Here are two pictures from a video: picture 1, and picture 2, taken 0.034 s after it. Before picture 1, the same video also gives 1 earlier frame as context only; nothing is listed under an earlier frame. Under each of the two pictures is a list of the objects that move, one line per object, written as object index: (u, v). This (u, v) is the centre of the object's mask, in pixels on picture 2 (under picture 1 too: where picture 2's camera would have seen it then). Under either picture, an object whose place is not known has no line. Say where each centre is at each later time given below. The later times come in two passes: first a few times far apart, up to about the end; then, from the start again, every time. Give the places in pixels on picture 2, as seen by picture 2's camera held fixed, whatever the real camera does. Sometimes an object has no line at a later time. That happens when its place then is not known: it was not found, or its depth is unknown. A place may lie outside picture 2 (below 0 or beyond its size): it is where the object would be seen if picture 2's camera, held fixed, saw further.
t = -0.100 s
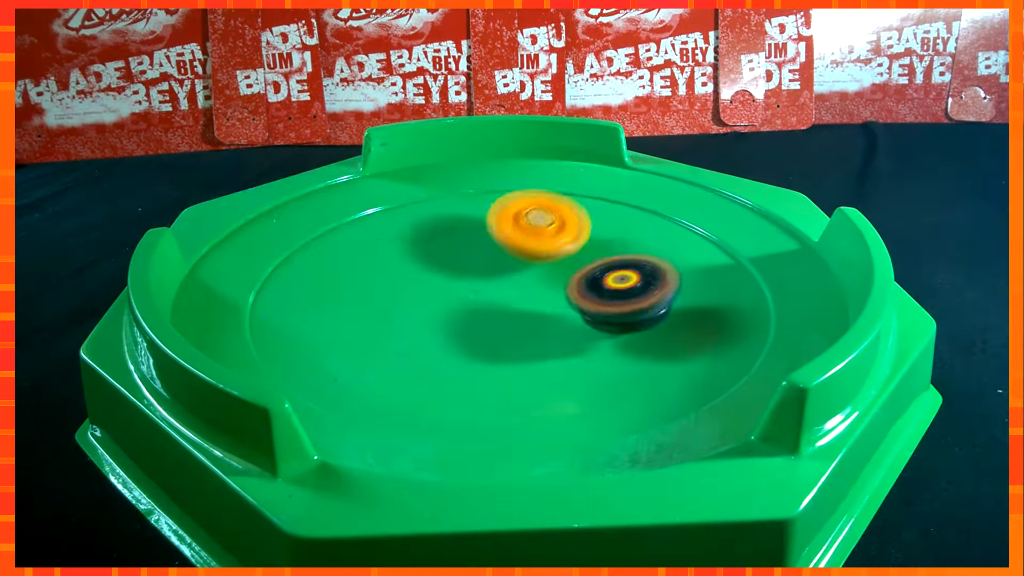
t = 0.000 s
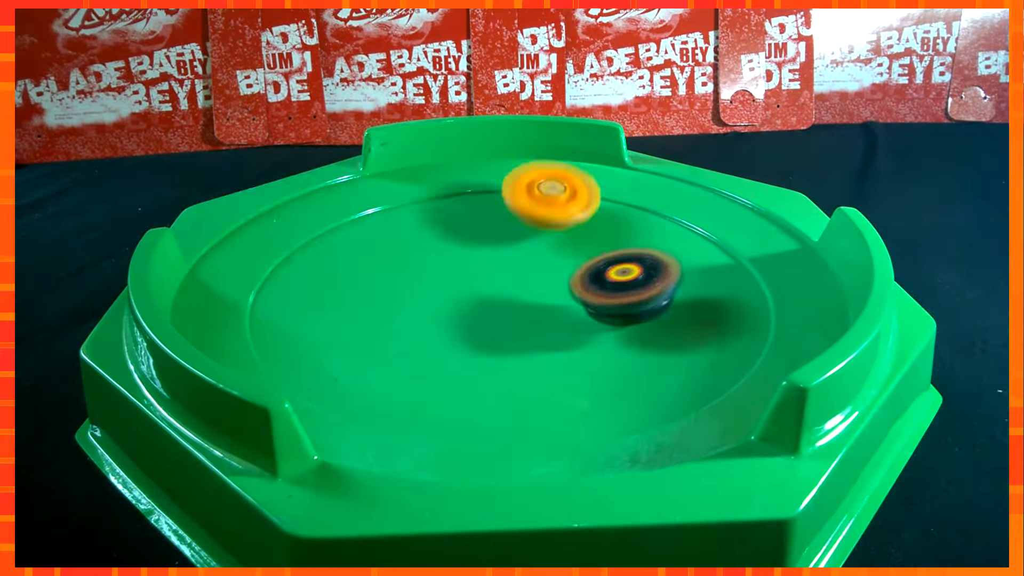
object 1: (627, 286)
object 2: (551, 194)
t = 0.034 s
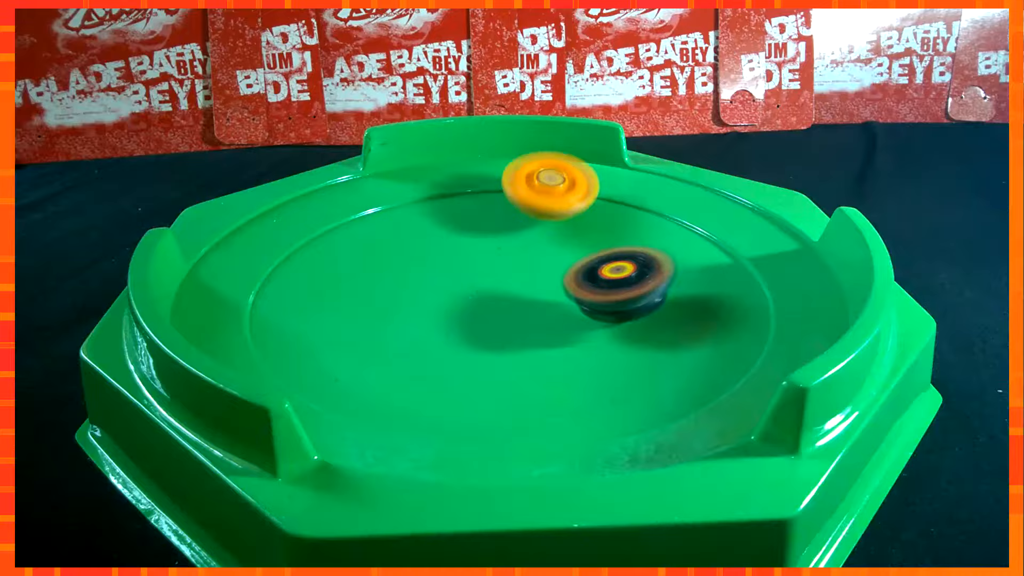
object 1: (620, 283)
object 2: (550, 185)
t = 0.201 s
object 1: (584, 274)
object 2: (557, 173)
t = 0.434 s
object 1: (542, 303)
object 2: (579, 173)
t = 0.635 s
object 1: (551, 322)
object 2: (610, 175)
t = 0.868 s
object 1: (564, 312)
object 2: (635, 188)
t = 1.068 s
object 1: (512, 310)
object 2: (657, 208)
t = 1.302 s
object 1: (506, 310)
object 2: (636, 229)
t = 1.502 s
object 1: (475, 300)
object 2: (597, 274)
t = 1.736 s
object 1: (456, 295)
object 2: (615, 318)
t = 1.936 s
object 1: (453, 296)
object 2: (658, 327)
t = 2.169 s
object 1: (455, 284)
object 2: (671, 325)
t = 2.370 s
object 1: (463, 274)
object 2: (621, 322)
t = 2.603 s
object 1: (480, 263)
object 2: (504, 333)
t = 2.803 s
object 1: (501, 261)
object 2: (442, 343)
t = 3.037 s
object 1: (519, 261)
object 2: (431, 348)
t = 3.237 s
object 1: (544, 267)
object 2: (431, 339)
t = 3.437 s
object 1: (553, 274)
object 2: (426, 320)
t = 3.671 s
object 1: (555, 283)
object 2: (419, 292)
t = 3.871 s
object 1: (551, 292)
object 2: (393, 263)
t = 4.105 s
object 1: (536, 299)
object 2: (375, 253)
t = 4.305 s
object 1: (521, 300)
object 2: (396, 255)
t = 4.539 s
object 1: (517, 306)
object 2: (447, 252)
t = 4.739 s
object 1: (513, 300)
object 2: (497, 238)
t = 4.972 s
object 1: (519, 292)
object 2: (529, 228)
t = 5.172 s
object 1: (515, 291)
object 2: (542, 231)
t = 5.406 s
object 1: (490, 299)
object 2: (574, 252)
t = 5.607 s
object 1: (512, 296)
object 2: (621, 260)
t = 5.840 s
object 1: (512, 300)
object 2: (637, 266)
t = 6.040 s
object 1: (500, 298)
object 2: (627, 280)
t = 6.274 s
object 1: (472, 293)
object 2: (618, 299)
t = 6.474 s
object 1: (476, 295)
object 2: (595, 318)
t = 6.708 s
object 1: (477, 290)
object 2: (560, 339)
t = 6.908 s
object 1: (480, 283)
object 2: (536, 343)
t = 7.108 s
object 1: (488, 274)
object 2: (507, 337)
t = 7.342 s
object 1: (509, 255)
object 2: (458, 336)
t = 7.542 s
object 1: (503, 264)
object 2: (433, 326)
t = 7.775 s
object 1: (509, 266)
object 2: (424, 308)
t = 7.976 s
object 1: (527, 271)
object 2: (417, 291)
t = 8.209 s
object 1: (535, 277)
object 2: (415, 272)
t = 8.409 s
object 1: (549, 284)
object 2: (427, 262)
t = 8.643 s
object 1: (549, 289)
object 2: (450, 252)
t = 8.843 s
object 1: (554, 295)
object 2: (452, 244)
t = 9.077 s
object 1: (553, 296)
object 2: (471, 246)
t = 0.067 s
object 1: (611, 281)
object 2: (551, 177)
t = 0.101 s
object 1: (603, 280)
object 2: (554, 171)
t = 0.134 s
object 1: (595, 277)
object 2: (557, 166)
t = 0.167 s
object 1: (589, 276)
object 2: (557, 171)
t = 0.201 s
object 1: (584, 274)
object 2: (557, 173)
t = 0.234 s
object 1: (580, 275)
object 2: (558, 173)
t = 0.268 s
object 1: (574, 278)
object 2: (561, 173)
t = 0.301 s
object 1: (566, 282)
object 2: (563, 172)
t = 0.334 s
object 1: (558, 287)
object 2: (567, 170)
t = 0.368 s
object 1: (550, 293)
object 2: (572, 169)
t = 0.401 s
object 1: (546, 298)
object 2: (575, 171)
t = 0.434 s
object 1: (542, 303)
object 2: (579, 173)
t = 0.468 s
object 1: (539, 308)
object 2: (584, 174)
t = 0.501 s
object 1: (539, 312)
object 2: (591, 175)
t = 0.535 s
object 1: (541, 316)
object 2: (597, 175)
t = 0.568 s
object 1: (544, 320)
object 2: (603, 175)
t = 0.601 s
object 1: (547, 322)
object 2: (607, 175)
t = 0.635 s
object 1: (551, 322)
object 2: (610, 175)
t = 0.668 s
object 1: (553, 322)
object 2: (613, 176)
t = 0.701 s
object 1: (556, 319)
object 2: (616, 178)
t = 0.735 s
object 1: (558, 317)
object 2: (620, 179)
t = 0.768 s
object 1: (560, 315)
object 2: (624, 181)
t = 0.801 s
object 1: (563, 313)
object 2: (628, 183)
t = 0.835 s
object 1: (564, 312)
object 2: (631, 186)
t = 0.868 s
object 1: (564, 312)
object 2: (635, 188)
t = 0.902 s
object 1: (562, 312)
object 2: (639, 191)
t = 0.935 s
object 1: (557, 313)
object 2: (642, 194)
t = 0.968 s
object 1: (546, 313)
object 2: (645, 197)
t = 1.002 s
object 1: (533, 311)
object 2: (649, 200)
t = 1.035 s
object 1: (520, 310)
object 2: (653, 205)
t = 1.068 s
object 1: (512, 310)
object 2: (657, 208)
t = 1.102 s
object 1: (506, 309)
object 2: (659, 211)
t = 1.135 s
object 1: (503, 308)
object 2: (660, 213)
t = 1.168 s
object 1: (503, 307)
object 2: (659, 215)
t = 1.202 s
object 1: (504, 307)
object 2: (655, 217)
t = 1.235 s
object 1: (505, 308)
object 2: (649, 220)
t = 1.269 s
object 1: (506, 309)
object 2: (643, 224)
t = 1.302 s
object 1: (506, 310)
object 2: (636, 229)
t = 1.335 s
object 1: (504, 311)
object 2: (628, 235)
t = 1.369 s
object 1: (501, 312)
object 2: (619, 242)
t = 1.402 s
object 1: (494, 312)
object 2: (612, 250)
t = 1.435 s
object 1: (487, 309)
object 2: (606, 258)
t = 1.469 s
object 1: (480, 304)
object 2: (600, 266)
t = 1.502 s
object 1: (475, 300)
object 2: (597, 274)
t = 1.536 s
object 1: (469, 296)
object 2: (595, 282)
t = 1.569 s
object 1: (462, 293)
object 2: (594, 290)
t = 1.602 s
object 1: (457, 292)
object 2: (595, 298)
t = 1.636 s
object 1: (454, 292)
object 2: (598, 304)
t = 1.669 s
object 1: (453, 293)
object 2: (604, 310)
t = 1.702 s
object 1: (455, 294)
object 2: (610, 314)
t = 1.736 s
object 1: (456, 295)
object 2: (615, 318)
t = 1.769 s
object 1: (456, 296)
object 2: (623, 321)
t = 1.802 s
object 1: (456, 297)
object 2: (630, 324)
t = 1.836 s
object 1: (456, 297)
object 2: (637, 325)
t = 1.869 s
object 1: (456, 297)
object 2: (644, 326)
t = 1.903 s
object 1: (455, 297)
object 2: (651, 326)
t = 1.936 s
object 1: (453, 296)
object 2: (658, 327)
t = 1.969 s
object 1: (452, 295)
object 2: (664, 327)
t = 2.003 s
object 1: (452, 293)
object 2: (668, 326)
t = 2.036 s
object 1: (452, 291)
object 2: (671, 326)
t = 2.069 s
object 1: (452, 289)
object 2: (673, 326)
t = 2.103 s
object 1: (453, 288)
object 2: (674, 325)
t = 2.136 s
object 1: (454, 286)
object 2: (674, 325)
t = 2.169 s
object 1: (455, 284)
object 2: (671, 325)
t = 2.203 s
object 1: (456, 283)
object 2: (667, 324)
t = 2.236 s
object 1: (457, 281)
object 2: (662, 324)
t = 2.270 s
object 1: (459, 279)
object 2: (654, 323)
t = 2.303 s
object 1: (460, 278)
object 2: (644, 322)
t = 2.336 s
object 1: (461, 276)
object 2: (634, 322)
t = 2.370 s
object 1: (463, 274)
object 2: (621, 322)
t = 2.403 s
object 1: (464, 272)
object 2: (606, 323)
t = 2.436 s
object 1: (466, 270)
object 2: (589, 324)
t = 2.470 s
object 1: (468, 269)
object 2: (572, 325)
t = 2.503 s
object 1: (471, 267)
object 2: (554, 327)
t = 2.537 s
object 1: (474, 265)
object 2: (537, 329)
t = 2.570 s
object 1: (477, 264)
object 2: (520, 331)
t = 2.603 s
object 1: (480, 263)
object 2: (504, 333)
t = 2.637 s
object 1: (484, 262)
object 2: (489, 335)
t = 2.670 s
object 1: (488, 262)
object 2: (476, 337)
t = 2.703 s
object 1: (492, 261)
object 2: (466, 339)
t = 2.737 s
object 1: (496, 261)
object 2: (457, 340)
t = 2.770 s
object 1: (498, 261)
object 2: (449, 342)
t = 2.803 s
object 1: (501, 261)
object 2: (442, 343)
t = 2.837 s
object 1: (502, 261)
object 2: (437, 344)
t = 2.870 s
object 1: (504, 261)
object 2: (434, 345)
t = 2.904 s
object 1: (505, 261)
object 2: (431, 346)
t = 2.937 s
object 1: (508, 260)
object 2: (429, 347)
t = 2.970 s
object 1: (511, 260)
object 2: (430, 347)
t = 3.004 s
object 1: (515, 260)
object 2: (431, 348)
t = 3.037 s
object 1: (519, 261)
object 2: (431, 348)
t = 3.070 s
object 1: (523, 261)
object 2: (431, 347)
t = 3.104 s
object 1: (528, 262)
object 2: (431, 347)
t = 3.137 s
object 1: (533, 263)
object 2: (432, 346)
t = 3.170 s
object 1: (537, 264)
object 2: (432, 344)
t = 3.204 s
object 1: (540, 266)
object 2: (431, 342)
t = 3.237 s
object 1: (544, 267)
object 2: (431, 339)
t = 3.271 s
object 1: (546, 269)
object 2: (430, 337)
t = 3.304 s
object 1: (548, 270)
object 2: (429, 334)
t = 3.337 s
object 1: (550, 271)
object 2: (428, 331)
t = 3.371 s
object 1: (551, 272)
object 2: (427, 327)
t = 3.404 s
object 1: (552, 273)
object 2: (426, 324)
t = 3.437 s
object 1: (553, 274)
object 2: (426, 320)
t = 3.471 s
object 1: (554, 274)
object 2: (425, 317)
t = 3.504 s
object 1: (555, 276)
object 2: (424, 313)
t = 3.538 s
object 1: (557, 277)
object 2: (423, 309)
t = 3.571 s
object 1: (557, 278)
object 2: (423, 305)
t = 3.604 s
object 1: (557, 280)
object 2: (421, 301)
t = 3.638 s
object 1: (556, 281)
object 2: (420, 297)
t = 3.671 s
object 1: (555, 283)
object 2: (419, 292)
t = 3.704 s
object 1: (554, 284)
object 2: (417, 287)
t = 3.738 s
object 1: (553, 285)
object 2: (414, 282)
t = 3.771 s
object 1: (552, 287)
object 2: (410, 277)
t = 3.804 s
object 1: (552, 288)
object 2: (404, 272)
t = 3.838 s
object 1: (552, 290)
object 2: (399, 267)
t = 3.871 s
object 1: (551, 292)
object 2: (393, 263)
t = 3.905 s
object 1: (550, 293)
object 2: (387, 259)
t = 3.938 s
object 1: (548, 294)
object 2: (382, 256)
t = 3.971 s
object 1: (546, 296)
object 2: (379, 255)
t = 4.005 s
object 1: (544, 297)
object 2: (377, 254)
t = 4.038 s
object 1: (542, 297)
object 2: (376, 253)
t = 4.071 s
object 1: (539, 298)
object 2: (375, 253)
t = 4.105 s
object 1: (536, 299)
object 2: (375, 253)
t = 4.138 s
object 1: (534, 300)
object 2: (377, 253)
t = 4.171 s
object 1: (532, 300)
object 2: (379, 253)
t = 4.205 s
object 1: (529, 300)
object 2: (382, 253)
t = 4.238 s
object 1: (526, 300)
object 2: (385, 253)
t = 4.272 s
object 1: (523, 300)
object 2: (389, 254)
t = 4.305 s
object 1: (521, 300)
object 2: (396, 255)
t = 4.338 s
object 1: (518, 300)
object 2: (402, 256)
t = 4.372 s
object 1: (516, 300)
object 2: (409, 256)
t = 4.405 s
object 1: (513, 299)
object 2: (417, 257)
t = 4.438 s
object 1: (510, 300)
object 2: (423, 257)
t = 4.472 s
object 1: (510, 300)
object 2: (430, 256)
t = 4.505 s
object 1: (515, 305)
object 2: (438, 254)
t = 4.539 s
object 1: (517, 306)
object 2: (447, 252)
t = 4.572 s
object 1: (517, 307)
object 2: (456, 251)
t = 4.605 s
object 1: (517, 307)
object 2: (466, 248)
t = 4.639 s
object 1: (516, 305)
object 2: (474, 246)
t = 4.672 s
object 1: (515, 304)
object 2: (482, 243)
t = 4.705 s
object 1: (515, 302)
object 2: (490, 240)
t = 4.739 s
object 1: (513, 300)
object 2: (497, 238)
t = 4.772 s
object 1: (514, 298)
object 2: (504, 236)
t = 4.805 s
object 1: (515, 297)
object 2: (510, 234)
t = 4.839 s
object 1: (516, 295)
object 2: (515, 232)
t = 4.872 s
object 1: (517, 294)
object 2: (519, 231)
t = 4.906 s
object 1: (517, 294)
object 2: (523, 230)
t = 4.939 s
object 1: (518, 292)
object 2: (526, 229)
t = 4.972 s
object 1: (519, 292)
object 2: (529, 228)
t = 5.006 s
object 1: (519, 291)
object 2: (532, 228)
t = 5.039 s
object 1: (519, 290)
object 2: (535, 228)
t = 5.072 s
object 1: (518, 290)
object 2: (537, 228)
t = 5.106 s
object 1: (517, 290)
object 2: (538, 229)
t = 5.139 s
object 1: (516, 291)
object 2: (540, 230)
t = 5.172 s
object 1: (515, 291)
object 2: (542, 231)
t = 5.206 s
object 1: (514, 291)
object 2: (543, 232)
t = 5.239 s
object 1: (505, 296)
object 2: (545, 235)
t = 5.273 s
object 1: (499, 300)
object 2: (548, 239)
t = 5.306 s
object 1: (494, 302)
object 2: (553, 242)
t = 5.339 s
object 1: (491, 302)
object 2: (559, 246)
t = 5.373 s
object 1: (489, 301)
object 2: (567, 249)
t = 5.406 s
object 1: (490, 299)
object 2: (574, 252)
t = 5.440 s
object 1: (493, 297)
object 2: (582, 254)
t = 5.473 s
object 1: (497, 296)
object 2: (590, 256)
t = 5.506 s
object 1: (501, 295)
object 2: (599, 257)
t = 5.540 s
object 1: (505, 295)
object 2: (607, 258)
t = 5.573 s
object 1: (508, 295)
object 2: (614, 260)
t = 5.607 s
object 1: (512, 296)
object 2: (621, 260)
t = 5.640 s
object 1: (514, 297)
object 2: (625, 261)
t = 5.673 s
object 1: (516, 298)
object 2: (630, 261)
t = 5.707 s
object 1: (518, 298)
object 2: (632, 262)
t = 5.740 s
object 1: (517, 299)
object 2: (634, 263)
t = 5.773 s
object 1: (516, 299)
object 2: (636, 264)
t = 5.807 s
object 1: (514, 300)
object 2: (636, 265)
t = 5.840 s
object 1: (512, 300)
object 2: (637, 266)
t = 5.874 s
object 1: (511, 299)
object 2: (637, 267)
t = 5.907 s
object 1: (509, 299)
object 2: (635, 269)
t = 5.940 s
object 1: (507, 299)
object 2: (634, 272)
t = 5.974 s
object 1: (504, 299)
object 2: (632, 274)
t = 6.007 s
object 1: (502, 298)
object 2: (629, 277)
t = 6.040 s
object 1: (500, 298)
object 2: (627, 280)
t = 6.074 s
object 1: (499, 297)
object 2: (624, 283)
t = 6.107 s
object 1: (498, 296)
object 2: (620, 286)
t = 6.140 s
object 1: (491, 296)
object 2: (620, 289)
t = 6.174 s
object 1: (481, 295)
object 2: (623, 291)
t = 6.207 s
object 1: (475, 294)
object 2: (623, 293)
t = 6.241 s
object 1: (472, 293)
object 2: (621, 296)
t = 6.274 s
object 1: (472, 293)
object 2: (618, 299)
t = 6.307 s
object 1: (472, 293)
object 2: (615, 302)
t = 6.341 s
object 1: (473, 293)
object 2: (611, 306)
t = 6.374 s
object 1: (474, 294)
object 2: (608, 309)
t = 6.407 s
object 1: (475, 294)
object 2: (603, 312)
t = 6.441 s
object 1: (475, 294)
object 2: (599, 315)
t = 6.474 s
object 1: (476, 295)
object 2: (595, 318)
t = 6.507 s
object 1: (476, 295)
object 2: (590, 321)
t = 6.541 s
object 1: (476, 295)
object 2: (584, 324)
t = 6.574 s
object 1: (475, 295)
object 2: (579, 328)
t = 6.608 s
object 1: (475, 294)
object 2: (574, 331)
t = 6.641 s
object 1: (476, 293)
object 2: (569, 334)
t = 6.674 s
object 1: (476, 292)
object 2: (564, 336)
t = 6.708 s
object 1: (477, 290)
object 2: (560, 339)
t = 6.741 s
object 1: (478, 289)
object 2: (556, 340)
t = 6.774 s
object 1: (478, 288)
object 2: (551, 342)
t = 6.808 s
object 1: (479, 286)
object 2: (548, 342)
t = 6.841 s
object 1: (480, 285)
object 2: (544, 343)
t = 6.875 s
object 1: (480, 284)
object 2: (541, 343)
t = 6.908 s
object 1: (480, 283)
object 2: (536, 343)
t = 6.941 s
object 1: (481, 282)
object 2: (532, 343)
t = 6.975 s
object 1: (481, 280)
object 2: (527, 342)
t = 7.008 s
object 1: (483, 279)
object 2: (523, 341)
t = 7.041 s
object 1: (485, 277)
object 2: (518, 340)
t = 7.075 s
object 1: (486, 276)
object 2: (513, 339)
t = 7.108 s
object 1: (488, 274)
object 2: (507, 337)
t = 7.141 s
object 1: (491, 273)
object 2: (501, 335)
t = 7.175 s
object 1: (493, 271)
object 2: (494, 333)
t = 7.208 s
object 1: (496, 269)
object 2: (485, 334)
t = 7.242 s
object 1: (501, 262)
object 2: (475, 337)
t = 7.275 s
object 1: (505, 257)
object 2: (469, 337)
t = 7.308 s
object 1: (508, 255)
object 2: (463, 337)
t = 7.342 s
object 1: (509, 255)
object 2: (458, 336)
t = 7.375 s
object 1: (510, 256)
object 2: (453, 335)
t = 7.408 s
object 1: (509, 258)
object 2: (448, 333)
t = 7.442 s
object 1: (507, 260)
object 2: (444, 332)
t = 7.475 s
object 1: (506, 261)
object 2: (440, 330)
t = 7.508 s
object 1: (504, 263)
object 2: (436, 328)
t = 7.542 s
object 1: (503, 264)
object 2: (433, 326)
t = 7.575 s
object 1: (502, 264)
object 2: (430, 324)
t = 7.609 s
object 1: (502, 264)
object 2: (428, 321)
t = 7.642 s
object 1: (502, 265)
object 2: (426, 320)
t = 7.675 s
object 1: (503, 266)
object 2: (425, 317)
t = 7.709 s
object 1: (504, 266)
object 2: (424, 315)
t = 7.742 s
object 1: (506, 266)
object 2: (424, 311)
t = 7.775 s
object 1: (509, 266)
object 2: (424, 308)
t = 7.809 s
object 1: (511, 267)
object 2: (424, 305)
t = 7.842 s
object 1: (513, 268)
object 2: (422, 301)
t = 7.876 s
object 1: (518, 268)
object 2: (419, 299)
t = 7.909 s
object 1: (523, 269)
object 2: (418, 297)
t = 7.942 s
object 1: (525, 270)
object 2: (418, 294)
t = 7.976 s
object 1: (527, 271)
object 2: (417, 291)
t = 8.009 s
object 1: (529, 272)
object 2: (415, 288)
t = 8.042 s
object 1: (530, 273)
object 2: (414, 285)
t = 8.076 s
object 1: (531, 274)
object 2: (413, 282)
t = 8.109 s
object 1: (532, 275)
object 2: (413, 279)
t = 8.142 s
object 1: (533, 276)
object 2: (413, 277)
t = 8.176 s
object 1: (534, 276)
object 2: (414, 274)
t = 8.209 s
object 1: (535, 277)
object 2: (415, 272)
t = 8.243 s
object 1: (535, 278)
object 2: (417, 270)
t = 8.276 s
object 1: (536, 279)
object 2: (419, 268)
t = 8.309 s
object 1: (537, 280)
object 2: (423, 266)
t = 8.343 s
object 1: (539, 282)
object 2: (425, 265)
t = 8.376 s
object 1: (546, 283)
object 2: (425, 263)
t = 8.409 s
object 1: (549, 284)
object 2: (427, 262)
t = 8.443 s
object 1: (550, 285)
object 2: (430, 260)
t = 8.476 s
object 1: (550, 286)
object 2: (433, 258)
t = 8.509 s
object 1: (550, 287)
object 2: (437, 258)
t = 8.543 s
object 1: (548, 288)
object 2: (441, 256)
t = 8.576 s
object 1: (548, 288)
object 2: (445, 255)
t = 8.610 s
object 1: (547, 288)
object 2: (448, 254)
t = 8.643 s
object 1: (549, 289)
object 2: (450, 252)
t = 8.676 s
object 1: (559, 292)
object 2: (446, 248)
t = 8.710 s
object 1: (563, 294)
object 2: (446, 246)
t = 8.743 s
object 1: (562, 295)
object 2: (447, 245)
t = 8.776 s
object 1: (560, 296)
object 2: (448, 244)
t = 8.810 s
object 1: (557, 296)
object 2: (450, 244)
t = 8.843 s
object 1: (554, 295)
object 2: (452, 244)
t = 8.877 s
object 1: (552, 294)
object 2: (454, 244)
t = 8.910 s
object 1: (551, 293)
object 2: (457, 244)
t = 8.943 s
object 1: (549, 292)
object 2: (461, 245)
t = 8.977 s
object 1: (547, 292)
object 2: (464, 246)
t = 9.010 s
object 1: (546, 291)
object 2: (468, 246)
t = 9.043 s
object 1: (551, 294)
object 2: (469, 246)
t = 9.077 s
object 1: (553, 296)
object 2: (471, 246)
